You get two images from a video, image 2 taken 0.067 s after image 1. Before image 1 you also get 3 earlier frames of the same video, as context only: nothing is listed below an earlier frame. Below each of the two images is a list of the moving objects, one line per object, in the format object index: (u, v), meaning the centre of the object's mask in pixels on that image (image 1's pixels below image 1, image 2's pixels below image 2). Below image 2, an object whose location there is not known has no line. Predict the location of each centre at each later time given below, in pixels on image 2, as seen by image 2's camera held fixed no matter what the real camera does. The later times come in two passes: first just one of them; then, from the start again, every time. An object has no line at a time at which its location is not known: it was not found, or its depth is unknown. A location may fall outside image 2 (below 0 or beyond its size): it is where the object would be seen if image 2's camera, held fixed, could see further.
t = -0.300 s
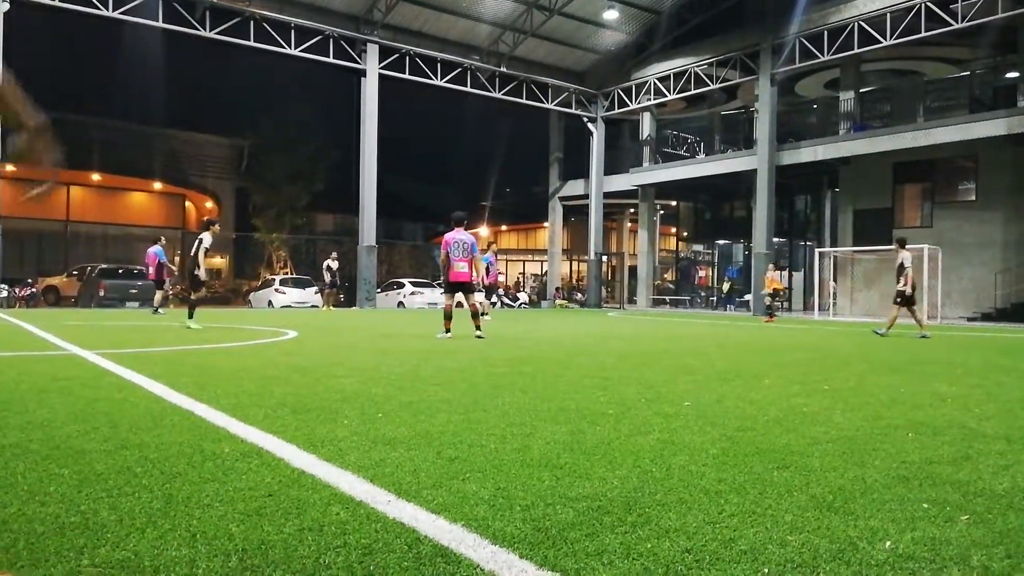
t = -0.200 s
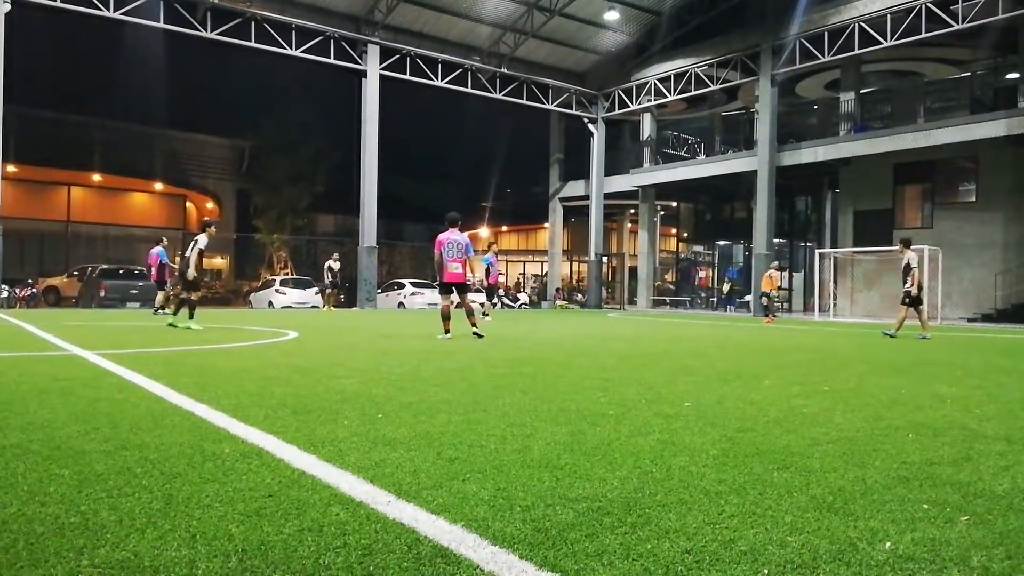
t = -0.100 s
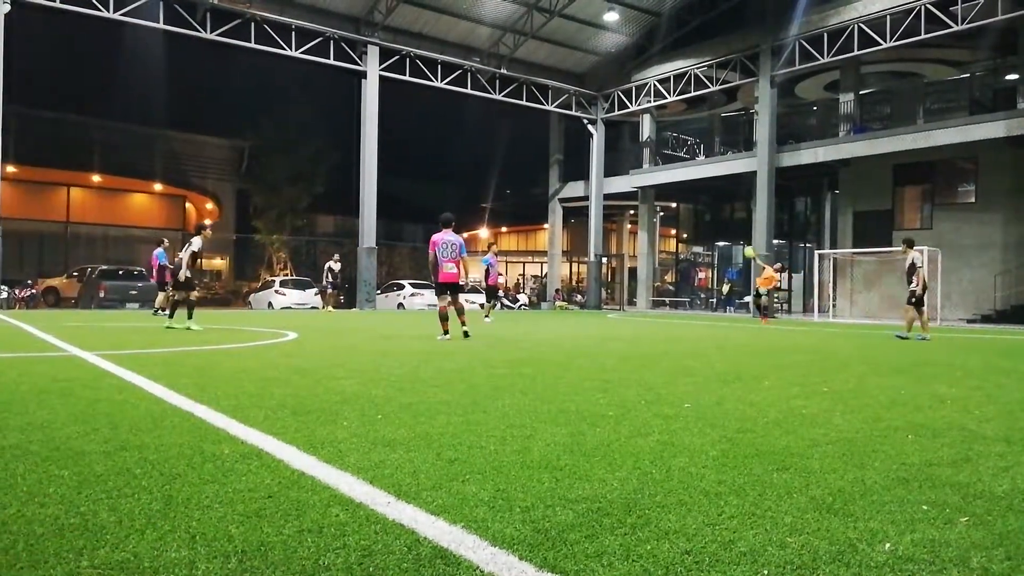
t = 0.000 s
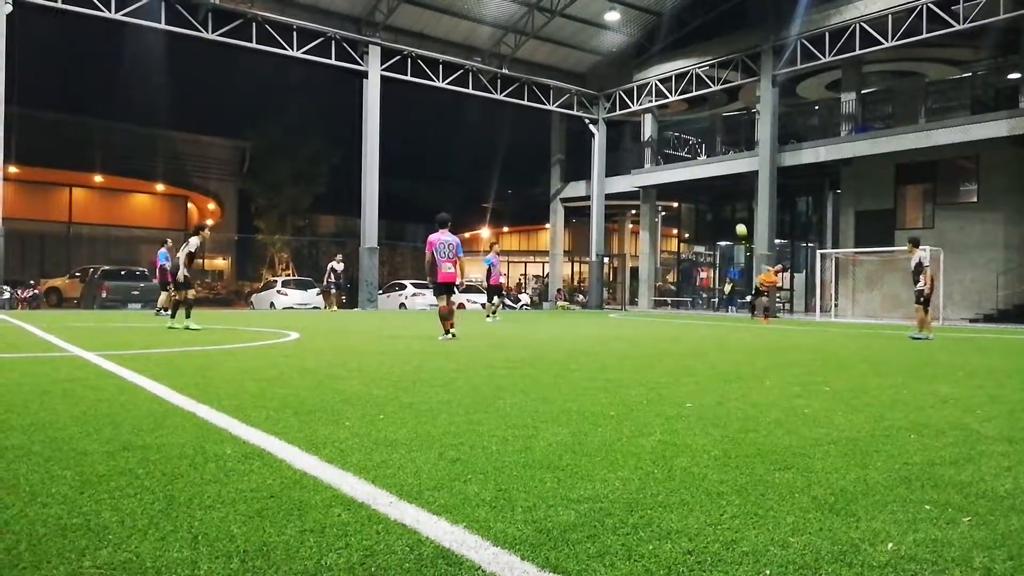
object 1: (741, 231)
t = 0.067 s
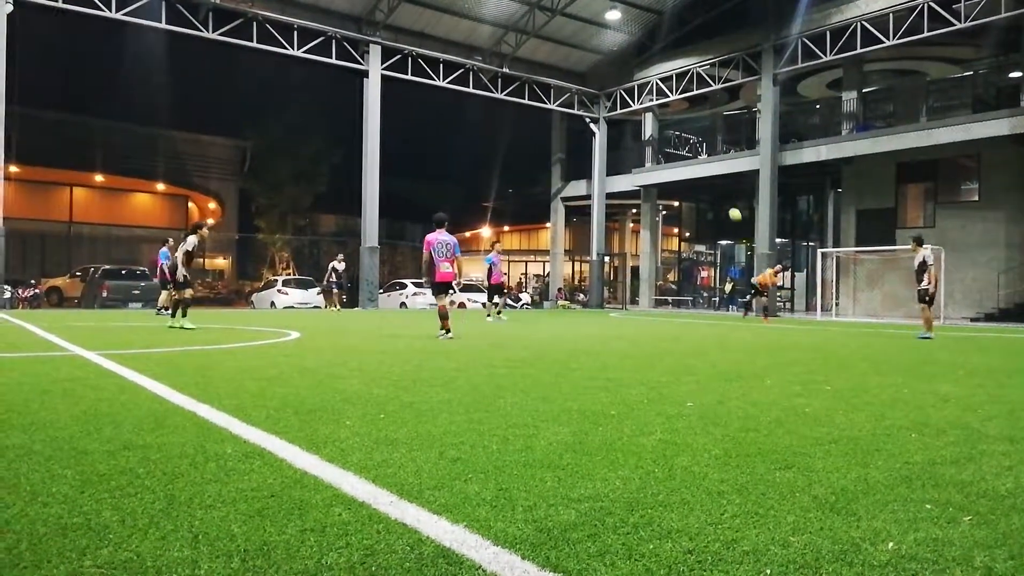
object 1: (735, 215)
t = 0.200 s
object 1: (717, 186)
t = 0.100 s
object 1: (731, 207)
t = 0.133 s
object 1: (726, 200)
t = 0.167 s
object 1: (721, 193)
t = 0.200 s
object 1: (717, 186)
